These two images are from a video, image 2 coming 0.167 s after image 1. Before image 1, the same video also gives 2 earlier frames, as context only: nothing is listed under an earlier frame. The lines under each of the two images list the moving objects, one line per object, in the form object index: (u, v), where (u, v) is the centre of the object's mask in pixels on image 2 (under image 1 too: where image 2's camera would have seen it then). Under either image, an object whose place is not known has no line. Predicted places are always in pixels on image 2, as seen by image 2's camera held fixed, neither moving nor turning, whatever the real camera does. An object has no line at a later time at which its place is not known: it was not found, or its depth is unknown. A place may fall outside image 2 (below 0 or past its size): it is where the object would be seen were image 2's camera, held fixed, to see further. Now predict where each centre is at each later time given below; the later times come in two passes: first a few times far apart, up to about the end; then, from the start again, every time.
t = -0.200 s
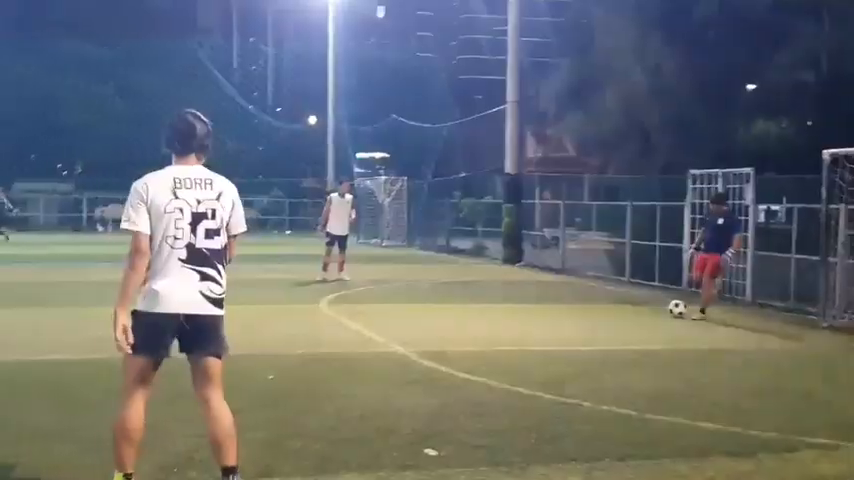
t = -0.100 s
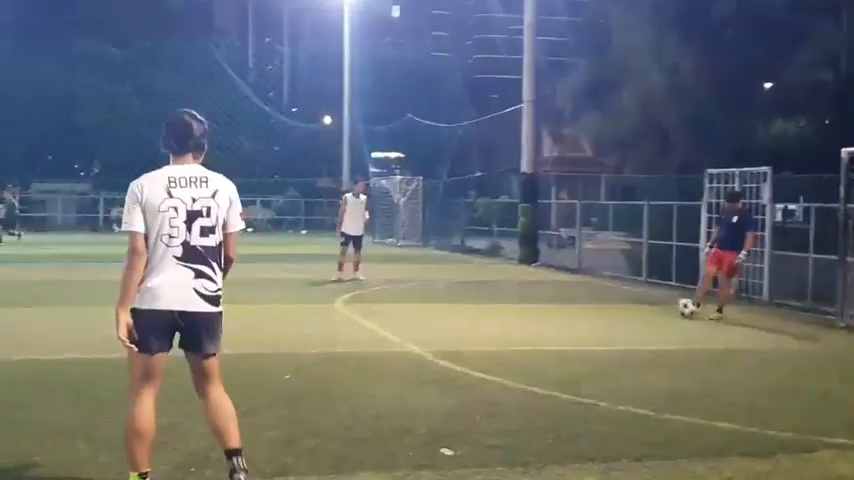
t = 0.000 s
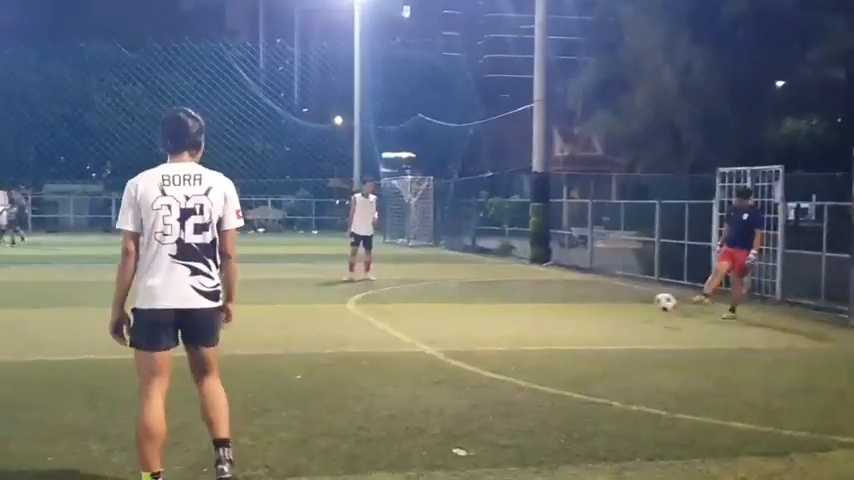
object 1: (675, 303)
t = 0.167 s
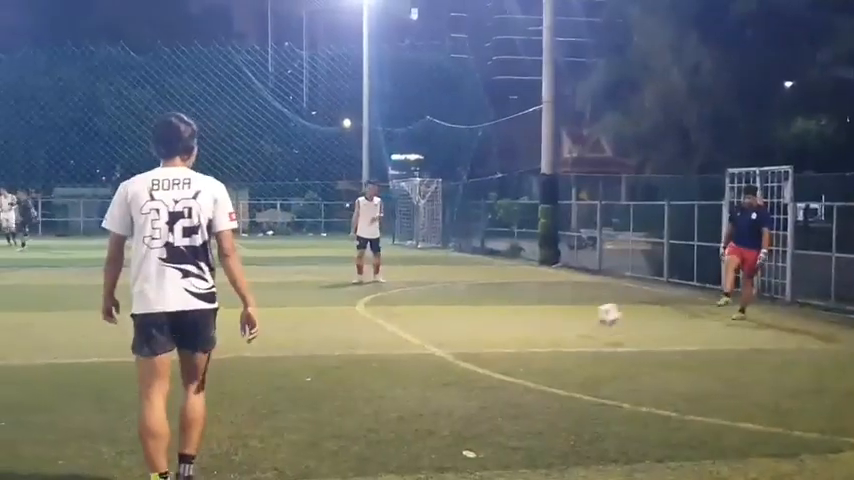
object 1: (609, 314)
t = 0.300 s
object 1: (544, 340)
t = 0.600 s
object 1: (387, 374)
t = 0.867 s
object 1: (246, 396)
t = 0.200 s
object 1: (593, 320)
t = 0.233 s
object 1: (577, 327)
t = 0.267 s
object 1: (561, 336)
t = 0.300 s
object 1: (544, 340)
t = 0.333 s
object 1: (529, 338)
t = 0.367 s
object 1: (515, 338)
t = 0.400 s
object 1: (498, 338)
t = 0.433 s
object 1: (483, 340)
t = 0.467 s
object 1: (465, 343)
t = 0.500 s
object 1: (448, 349)
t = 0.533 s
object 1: (429, 356)
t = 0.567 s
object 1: (409, 364)
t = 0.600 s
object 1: (387, 374)
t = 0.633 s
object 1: (371, 372)
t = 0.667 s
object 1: (356, 370)
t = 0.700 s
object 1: (340, 369)
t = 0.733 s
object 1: (322, 371)
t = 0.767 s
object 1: (305, 374)
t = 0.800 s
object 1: (287, 378)
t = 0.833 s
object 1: (266, 386)
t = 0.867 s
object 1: (246, 396)
